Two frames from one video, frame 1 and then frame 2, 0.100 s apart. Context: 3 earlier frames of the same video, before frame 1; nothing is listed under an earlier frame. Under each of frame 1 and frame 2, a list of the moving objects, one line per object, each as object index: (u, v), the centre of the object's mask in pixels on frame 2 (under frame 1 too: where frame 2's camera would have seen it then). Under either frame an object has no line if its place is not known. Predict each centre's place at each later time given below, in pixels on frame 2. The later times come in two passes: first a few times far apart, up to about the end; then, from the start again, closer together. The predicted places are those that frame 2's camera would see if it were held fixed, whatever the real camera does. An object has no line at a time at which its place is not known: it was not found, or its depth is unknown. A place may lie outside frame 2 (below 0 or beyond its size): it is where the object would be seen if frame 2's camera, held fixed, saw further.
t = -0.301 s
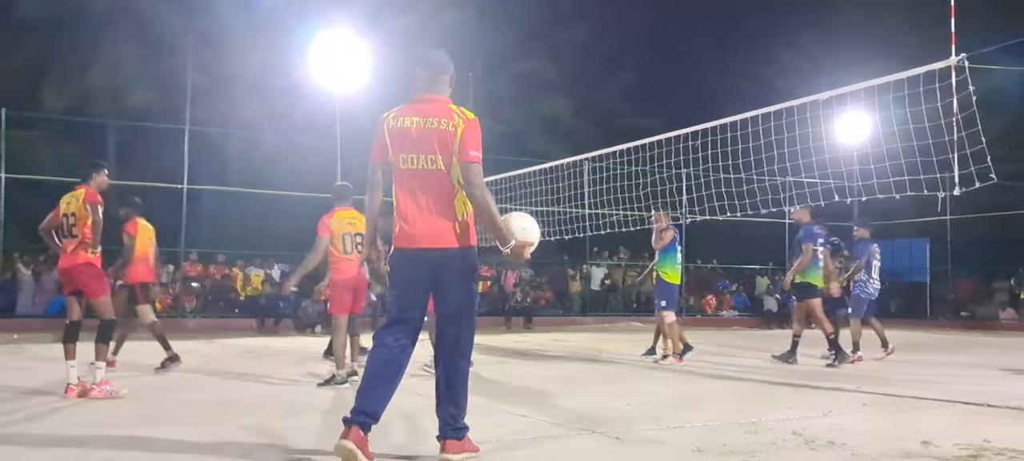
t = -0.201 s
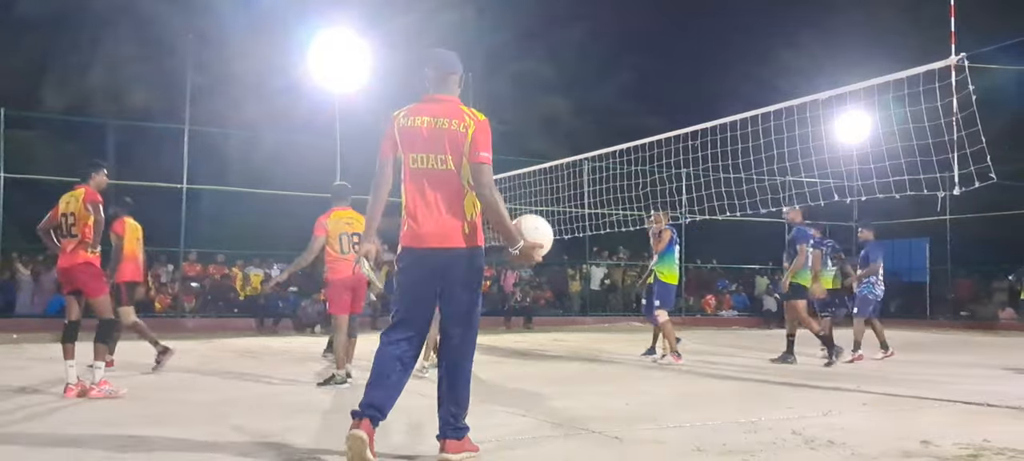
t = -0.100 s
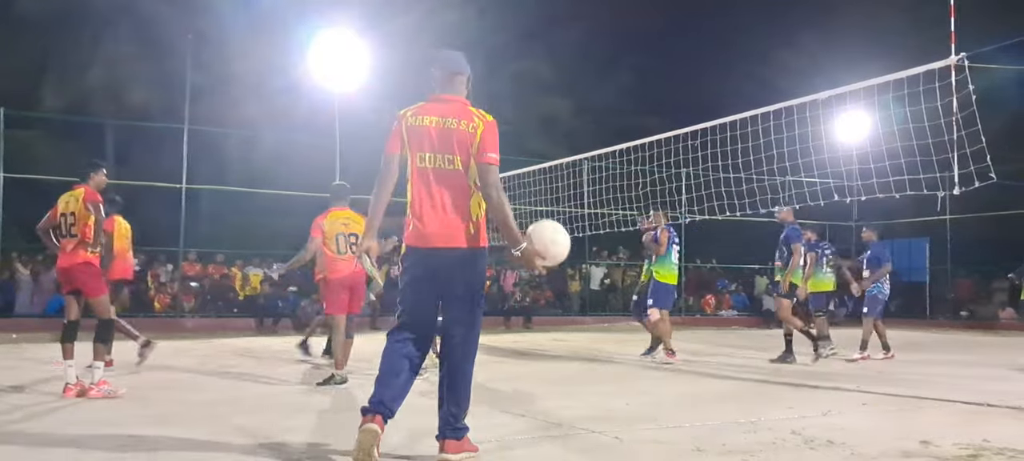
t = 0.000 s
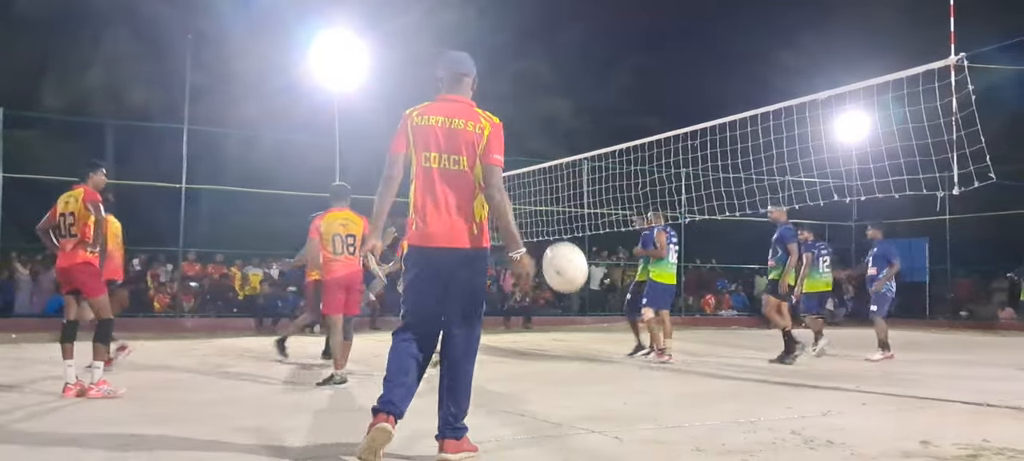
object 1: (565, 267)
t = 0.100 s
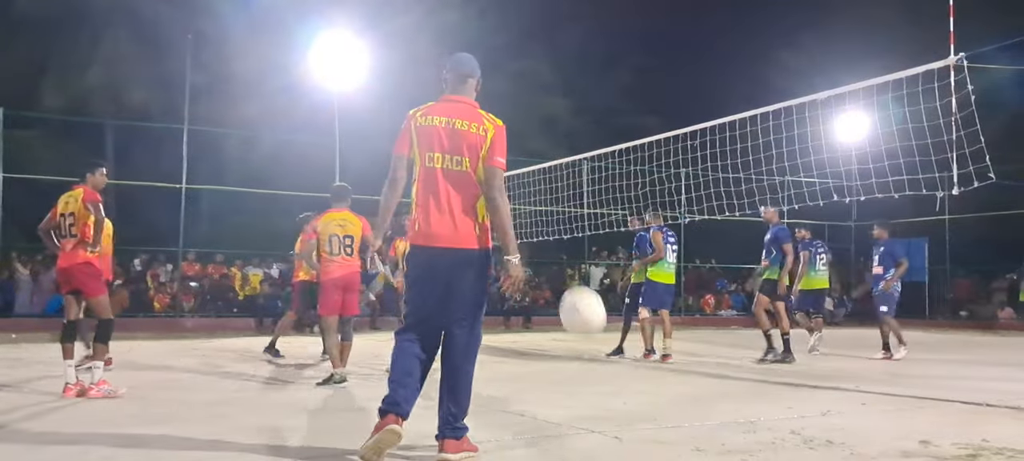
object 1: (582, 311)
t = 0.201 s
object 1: (601, 382)
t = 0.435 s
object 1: (637, 342)
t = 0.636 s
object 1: (663, 302)
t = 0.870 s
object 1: (696, 356)
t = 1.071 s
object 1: (724, 401)
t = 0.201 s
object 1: (601, 382)
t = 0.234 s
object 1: (608, 410)
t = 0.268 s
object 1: (613, 436)
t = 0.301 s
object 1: (618, 421)
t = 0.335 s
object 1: (623, 395)
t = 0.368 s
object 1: (628, 378)
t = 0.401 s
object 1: (633, 359)
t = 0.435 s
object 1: (637, 342)
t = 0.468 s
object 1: (640, 333)
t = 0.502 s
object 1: (645, 320)
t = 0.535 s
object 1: (649, 312)
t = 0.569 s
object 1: (654, 308)
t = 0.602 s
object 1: (659, 303)
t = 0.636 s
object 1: (663, 302)
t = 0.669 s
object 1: (668, 303)
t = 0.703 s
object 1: (672, 305)
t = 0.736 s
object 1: (677, 311)
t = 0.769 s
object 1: (682, 316)
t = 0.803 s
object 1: (686, 330)
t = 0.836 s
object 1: (691, 340)
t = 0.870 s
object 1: (696, 356)
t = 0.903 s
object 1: (700, 373)
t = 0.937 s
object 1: (705, 393)
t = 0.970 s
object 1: (710, 417)
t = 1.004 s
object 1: (714, 438)
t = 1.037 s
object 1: (720, 419)
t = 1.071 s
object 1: (724, 401)
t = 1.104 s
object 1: (727, 385)
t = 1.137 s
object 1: (732, 372)
